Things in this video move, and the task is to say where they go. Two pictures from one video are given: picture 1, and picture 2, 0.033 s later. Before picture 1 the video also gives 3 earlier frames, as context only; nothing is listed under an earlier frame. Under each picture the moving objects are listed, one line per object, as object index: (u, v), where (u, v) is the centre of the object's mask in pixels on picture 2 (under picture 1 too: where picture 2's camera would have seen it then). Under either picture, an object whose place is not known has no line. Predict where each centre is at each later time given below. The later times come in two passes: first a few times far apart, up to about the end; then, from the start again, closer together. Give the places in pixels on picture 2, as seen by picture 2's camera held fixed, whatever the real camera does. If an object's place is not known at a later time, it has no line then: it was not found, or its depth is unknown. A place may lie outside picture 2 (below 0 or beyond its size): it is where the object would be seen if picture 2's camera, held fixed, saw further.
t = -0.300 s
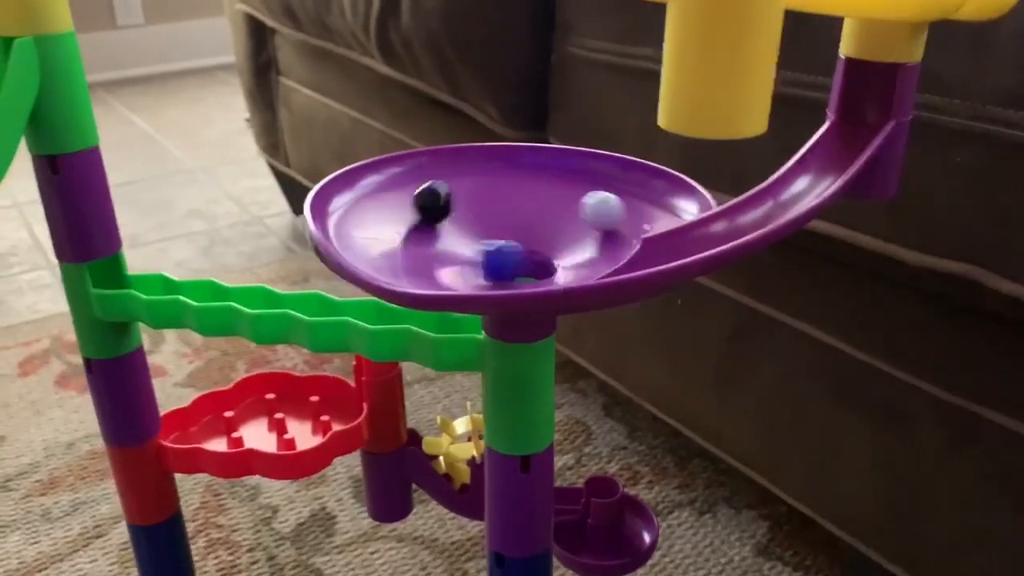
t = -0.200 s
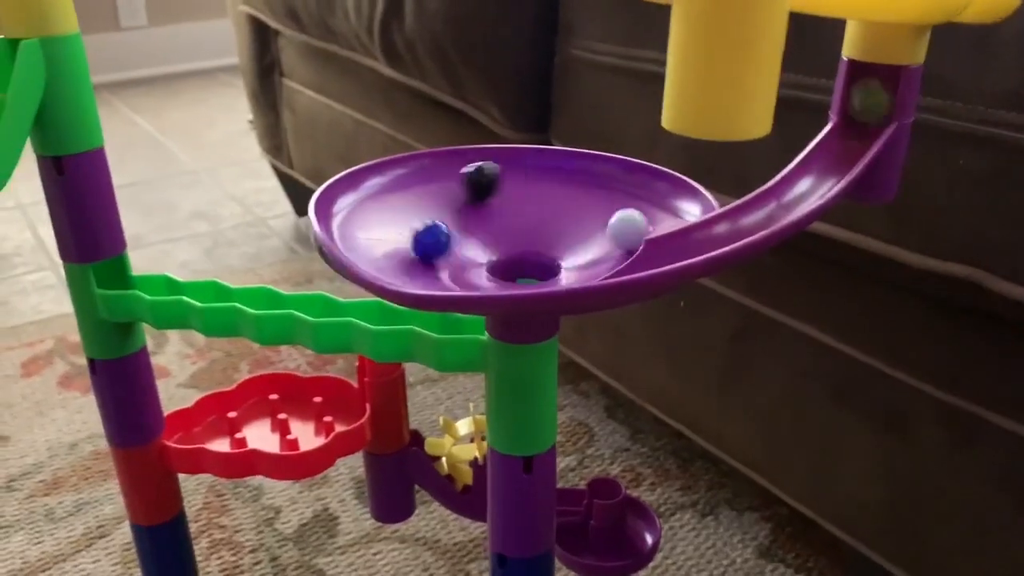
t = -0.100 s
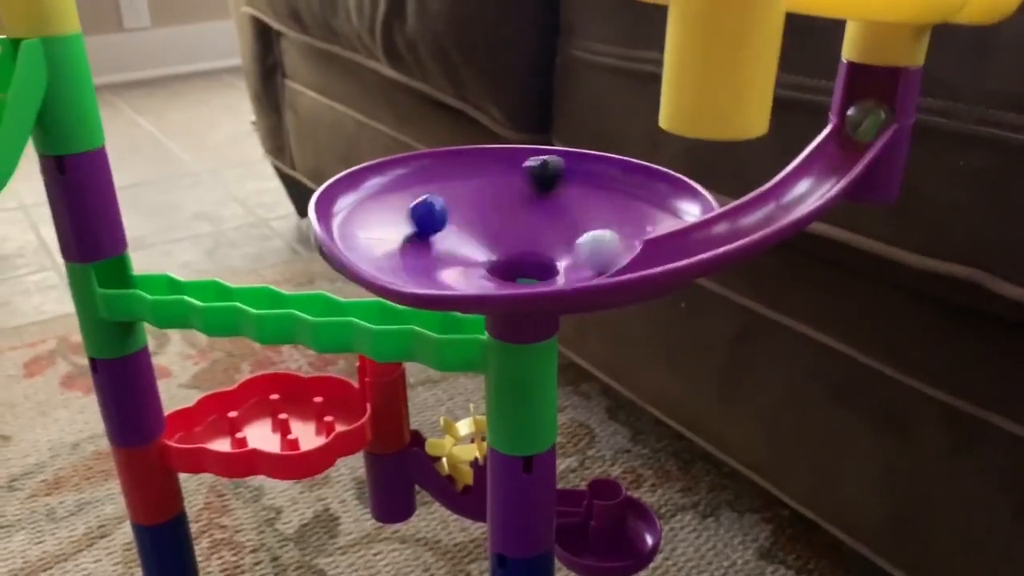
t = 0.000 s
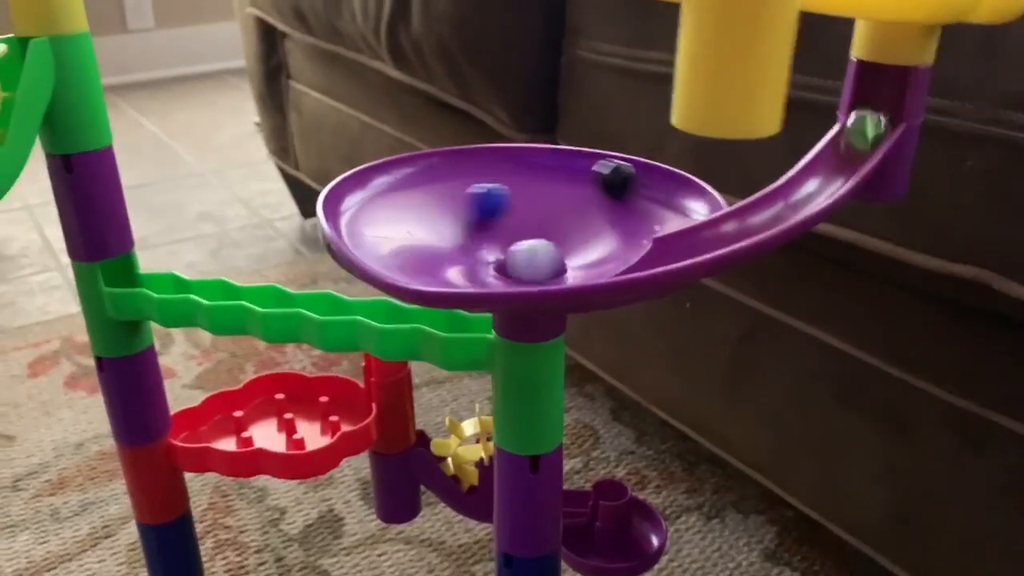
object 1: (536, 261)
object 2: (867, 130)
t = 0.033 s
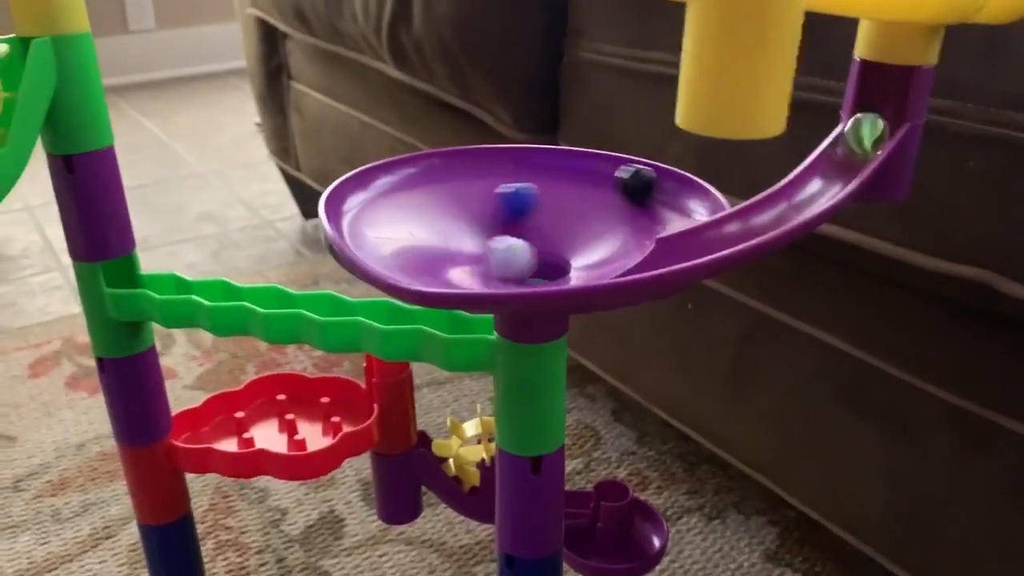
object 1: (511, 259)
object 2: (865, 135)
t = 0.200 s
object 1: (494, 206)
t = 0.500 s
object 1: (609, 238)
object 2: (495, 275)
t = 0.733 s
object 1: (487, 255)
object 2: (372, 183)
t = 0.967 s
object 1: (556, 210)
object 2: (595, 167)
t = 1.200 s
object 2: (687, 219)
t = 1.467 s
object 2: (512, 271)
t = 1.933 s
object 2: (599, 188)
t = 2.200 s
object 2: (600, 261)
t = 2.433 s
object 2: (456, 252)
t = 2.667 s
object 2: (548, 194)
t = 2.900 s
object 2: (672, 195)
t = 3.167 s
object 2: (584, 263)
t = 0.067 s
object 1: (490, 249)
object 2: (861, 143)
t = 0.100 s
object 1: (479, 235)
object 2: (852, 150)
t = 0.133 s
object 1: (478, 224)
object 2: (846, 158)
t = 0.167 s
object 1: (484, 214)
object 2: (835, 168)
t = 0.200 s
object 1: (494, 206)
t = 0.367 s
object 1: (577, 206)
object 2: (694, 244)
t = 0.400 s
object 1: (592, 211)
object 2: (646, 254)
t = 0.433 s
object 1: (603, 218)
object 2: (601, 265)
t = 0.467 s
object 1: (609, 224)
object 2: (545, 269)
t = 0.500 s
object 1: (609, 238)
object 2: (495, 275)
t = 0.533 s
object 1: (603, 247)
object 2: (429, 273)
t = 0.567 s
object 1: (590, 255)
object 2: (396, 261)
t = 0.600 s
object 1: (567, 260)
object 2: (370, 242)
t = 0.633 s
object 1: (546, 264)
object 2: (360, 231)
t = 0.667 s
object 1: (526, 263)
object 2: (358, 214)
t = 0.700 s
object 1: (504, 261)
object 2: (363, 197)
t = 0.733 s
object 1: (487, 255)
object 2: (372, 183)
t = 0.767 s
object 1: (476, 250)
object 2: (397, 173)
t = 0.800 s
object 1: (475, 241)
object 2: (428, 165)
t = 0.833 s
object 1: (482, 230)
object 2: (461, 158)
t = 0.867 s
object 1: (494, 224)
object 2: (499, 157)
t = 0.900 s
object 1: (513, 218)
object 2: (537, 158)
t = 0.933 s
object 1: (535, 213)
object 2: (569, 159)
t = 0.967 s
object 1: (556, 210)
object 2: (595, 167)
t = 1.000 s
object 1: (575, 209)
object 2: (616, 175)
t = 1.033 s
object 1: (591, 212)
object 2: (641, 183)
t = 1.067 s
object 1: (602, 215)
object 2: (661, 189)
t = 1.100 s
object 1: (608, 219)
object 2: (679, 191)
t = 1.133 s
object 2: (694, 200)
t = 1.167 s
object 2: (692, 212)
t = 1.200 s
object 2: (687, 219)
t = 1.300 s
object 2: (637, 251)
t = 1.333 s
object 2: (625, 258)
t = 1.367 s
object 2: (594, 266)
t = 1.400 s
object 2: (566, 270)
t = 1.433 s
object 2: (540, 271)
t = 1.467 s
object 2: (512, 271)
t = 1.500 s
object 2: (486, 269)
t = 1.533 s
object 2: (466, 266)
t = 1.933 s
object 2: (599, 188)
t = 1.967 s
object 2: (615, 196)
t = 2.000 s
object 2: (629, 207)
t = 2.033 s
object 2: (637, 218)
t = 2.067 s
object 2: (641, 229)
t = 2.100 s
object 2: (640, 239)
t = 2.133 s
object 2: (632, 248)
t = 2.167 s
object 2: (620, 256)
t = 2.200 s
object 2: (600, 261)
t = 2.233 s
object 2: (578, 265)
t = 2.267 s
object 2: (555, 267)
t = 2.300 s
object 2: (532, 269)
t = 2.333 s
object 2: (512, 269)
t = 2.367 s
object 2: (491, 266)
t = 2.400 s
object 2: (471, 264)
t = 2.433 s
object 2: (456, 252)
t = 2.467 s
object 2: (448, 237)
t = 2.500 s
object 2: (456, 225)
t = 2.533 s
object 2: (467, 226)
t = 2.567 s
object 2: (479, 220)
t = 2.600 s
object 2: (500, 210)
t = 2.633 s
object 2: (523, 201)
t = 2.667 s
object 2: (548, 194)
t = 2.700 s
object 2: (573, 188)
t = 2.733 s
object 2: (596, 184)
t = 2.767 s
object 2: (618, 182)
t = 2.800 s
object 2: (638, 182)
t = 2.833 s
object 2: (655, 182)
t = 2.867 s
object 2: (666, 187)
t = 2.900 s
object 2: (672, 195)
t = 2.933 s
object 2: (677, 203)
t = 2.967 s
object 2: (678, 210)
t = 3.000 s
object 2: (674, 216)
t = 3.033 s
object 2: (666, 225)
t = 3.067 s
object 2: (650, 235)
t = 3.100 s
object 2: (632, 248)
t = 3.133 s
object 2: (610, 257)
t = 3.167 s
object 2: (584, 263)
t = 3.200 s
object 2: (550, 264)
